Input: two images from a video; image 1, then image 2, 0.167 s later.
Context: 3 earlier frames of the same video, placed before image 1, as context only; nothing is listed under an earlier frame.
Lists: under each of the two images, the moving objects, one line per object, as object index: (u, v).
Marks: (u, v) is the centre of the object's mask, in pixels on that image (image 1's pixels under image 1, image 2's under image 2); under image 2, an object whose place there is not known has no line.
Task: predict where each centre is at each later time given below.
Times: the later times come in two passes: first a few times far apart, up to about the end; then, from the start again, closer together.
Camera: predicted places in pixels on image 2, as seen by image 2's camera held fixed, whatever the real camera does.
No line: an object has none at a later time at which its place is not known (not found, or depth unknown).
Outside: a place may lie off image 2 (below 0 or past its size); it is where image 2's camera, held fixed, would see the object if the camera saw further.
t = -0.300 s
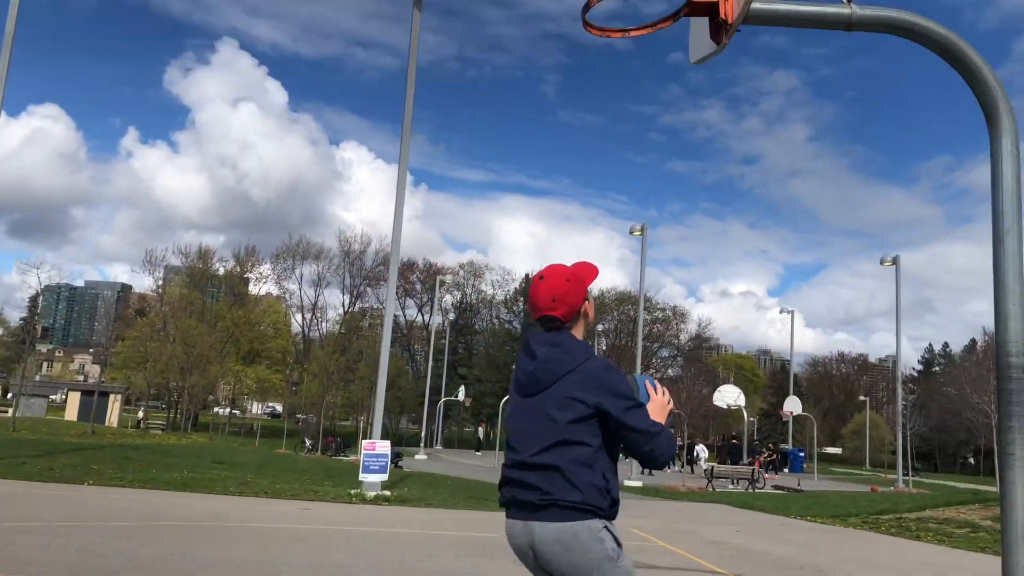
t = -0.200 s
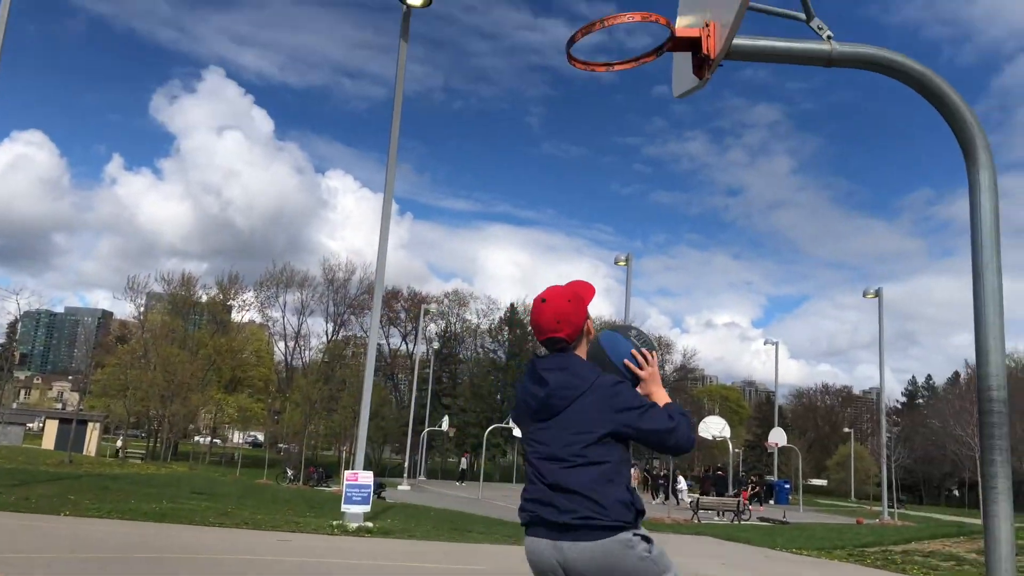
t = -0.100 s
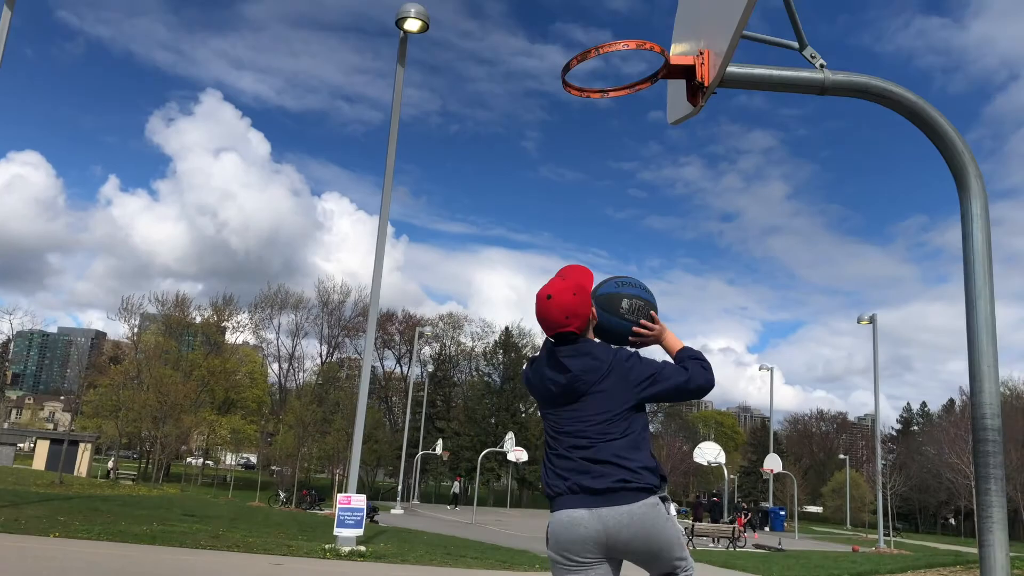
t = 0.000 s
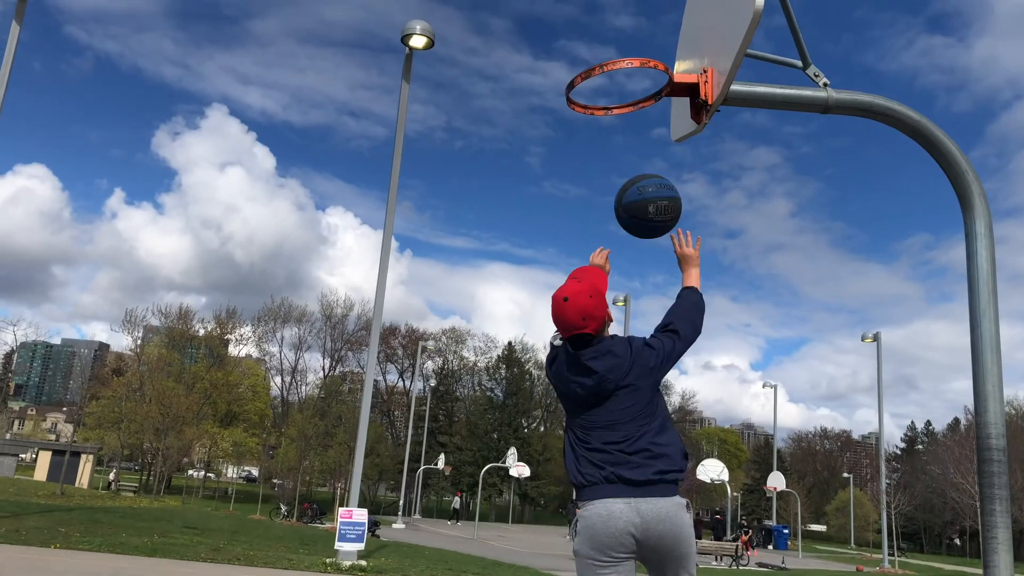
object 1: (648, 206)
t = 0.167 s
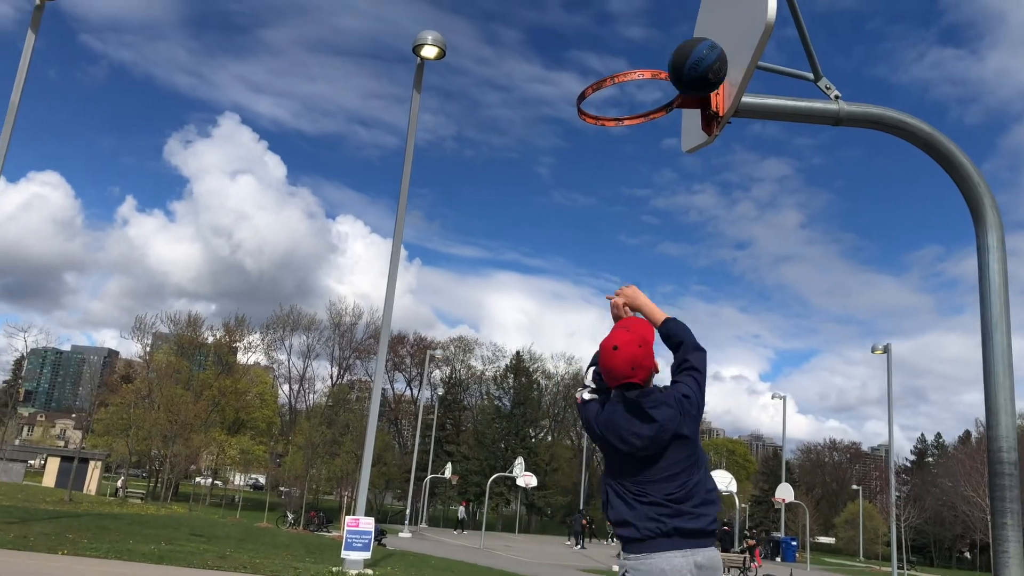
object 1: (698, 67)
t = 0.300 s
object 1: (716, 15)
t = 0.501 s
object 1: (661, 20)
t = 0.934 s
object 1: (547, 307)
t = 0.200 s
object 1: (704, 48)
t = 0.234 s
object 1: (710, 33)
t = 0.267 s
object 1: (715, 20)
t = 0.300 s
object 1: (716, 15)
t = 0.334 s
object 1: (706, 11)
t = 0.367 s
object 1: (696, 9)
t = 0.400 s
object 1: (688, 9)
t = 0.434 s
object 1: (679, 11)
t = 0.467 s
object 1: (671, 14)
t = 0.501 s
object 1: (661, 20)
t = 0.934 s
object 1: (547, 307)
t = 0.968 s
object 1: (540, 345)
